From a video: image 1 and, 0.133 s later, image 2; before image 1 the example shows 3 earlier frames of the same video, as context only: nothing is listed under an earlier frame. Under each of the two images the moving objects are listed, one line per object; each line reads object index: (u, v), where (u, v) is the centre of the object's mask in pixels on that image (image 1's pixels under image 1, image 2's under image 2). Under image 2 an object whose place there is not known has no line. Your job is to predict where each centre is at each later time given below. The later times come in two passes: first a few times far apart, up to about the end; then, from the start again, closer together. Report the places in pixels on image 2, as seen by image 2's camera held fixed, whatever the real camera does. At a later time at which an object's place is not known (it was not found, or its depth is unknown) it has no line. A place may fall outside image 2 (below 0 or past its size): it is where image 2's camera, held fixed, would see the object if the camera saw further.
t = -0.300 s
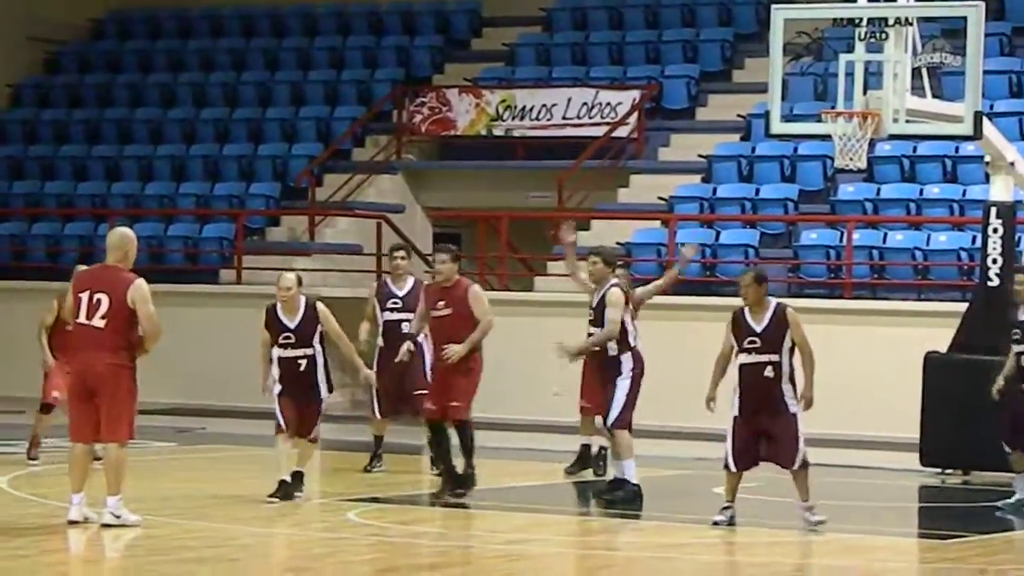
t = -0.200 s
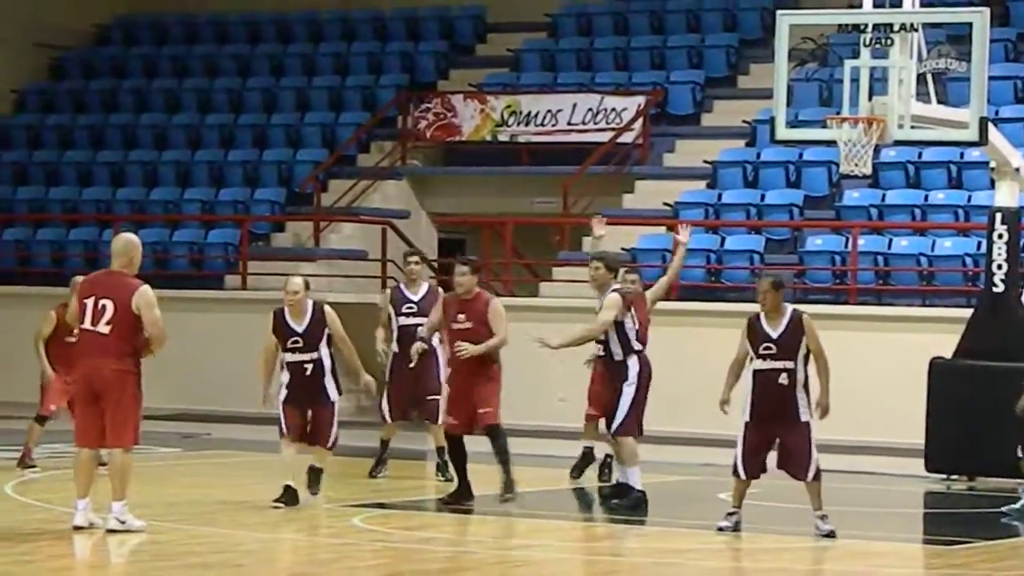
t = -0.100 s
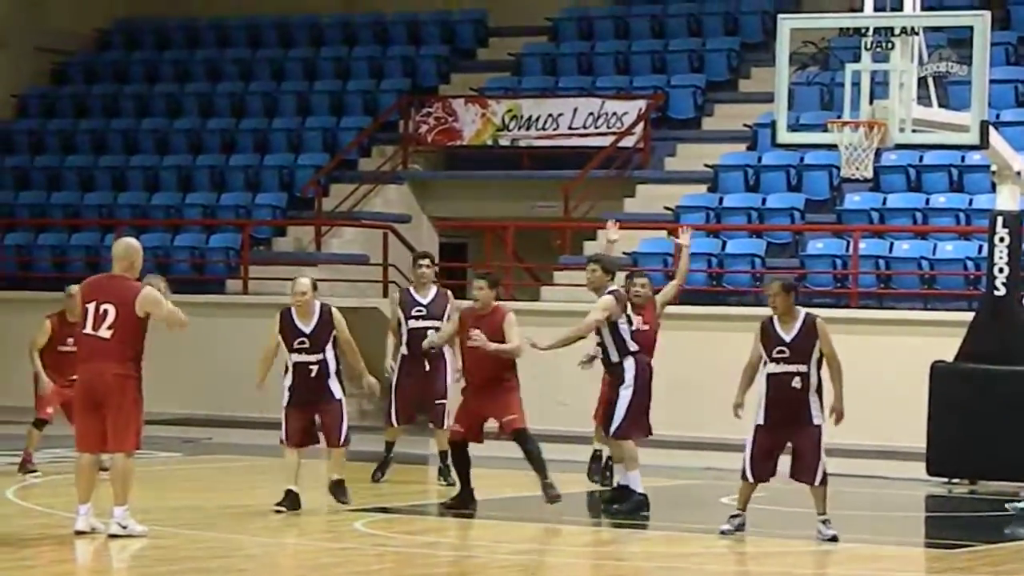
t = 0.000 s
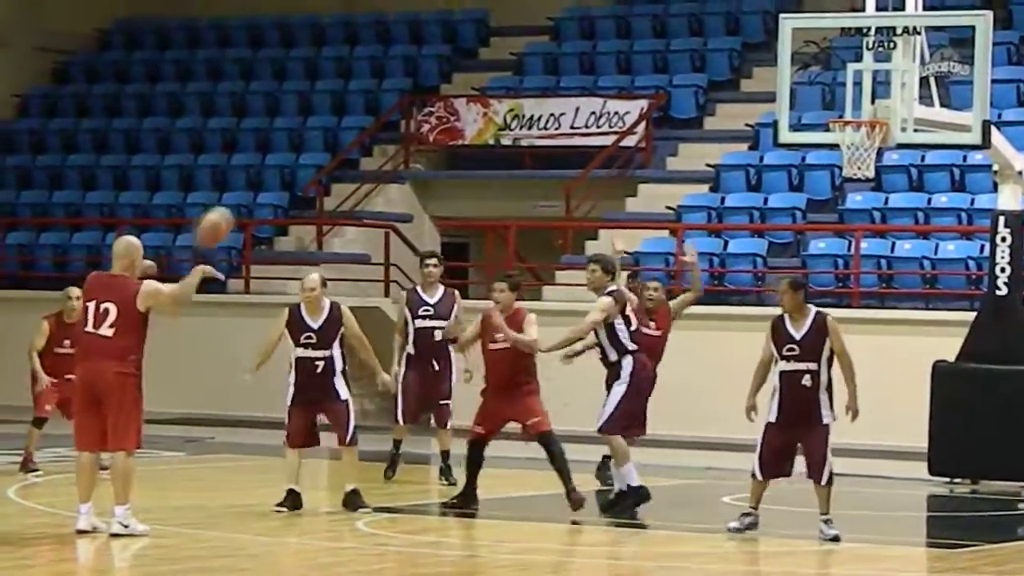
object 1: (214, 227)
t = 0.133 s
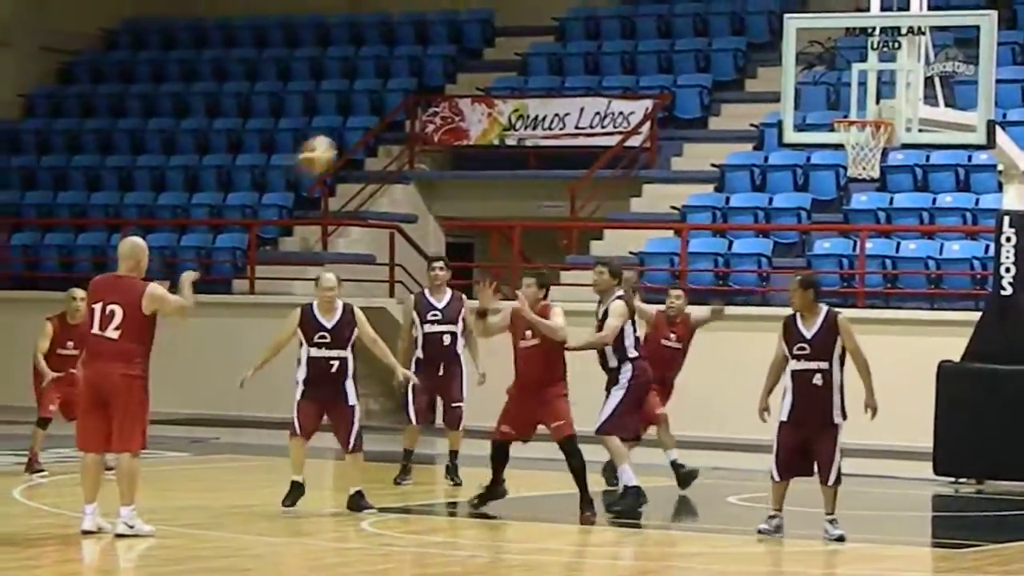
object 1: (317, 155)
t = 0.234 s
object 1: (388, 120)
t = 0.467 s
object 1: (535, 91)
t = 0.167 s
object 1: (340, 140)
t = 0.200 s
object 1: (364, 130)
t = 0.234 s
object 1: (388, 120)
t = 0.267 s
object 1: (410, 112)
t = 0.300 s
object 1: (431, 101)
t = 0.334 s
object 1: (453, 98)
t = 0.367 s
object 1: (474, 94)
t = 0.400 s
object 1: (494, 91)
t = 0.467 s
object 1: (535, 91)
